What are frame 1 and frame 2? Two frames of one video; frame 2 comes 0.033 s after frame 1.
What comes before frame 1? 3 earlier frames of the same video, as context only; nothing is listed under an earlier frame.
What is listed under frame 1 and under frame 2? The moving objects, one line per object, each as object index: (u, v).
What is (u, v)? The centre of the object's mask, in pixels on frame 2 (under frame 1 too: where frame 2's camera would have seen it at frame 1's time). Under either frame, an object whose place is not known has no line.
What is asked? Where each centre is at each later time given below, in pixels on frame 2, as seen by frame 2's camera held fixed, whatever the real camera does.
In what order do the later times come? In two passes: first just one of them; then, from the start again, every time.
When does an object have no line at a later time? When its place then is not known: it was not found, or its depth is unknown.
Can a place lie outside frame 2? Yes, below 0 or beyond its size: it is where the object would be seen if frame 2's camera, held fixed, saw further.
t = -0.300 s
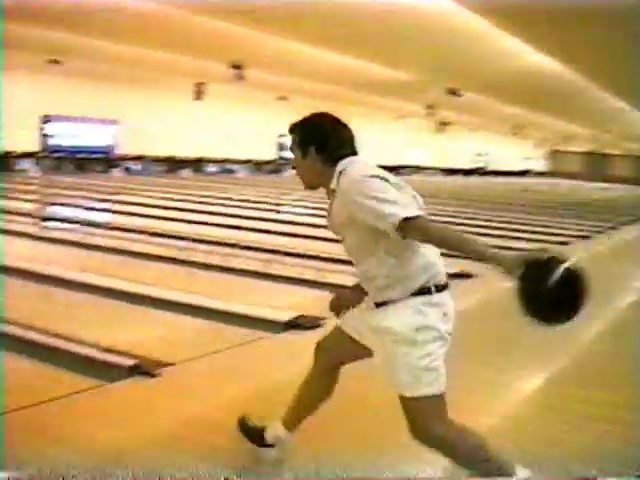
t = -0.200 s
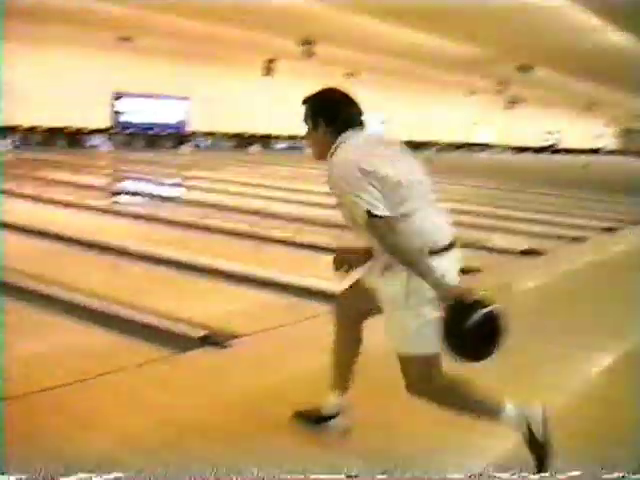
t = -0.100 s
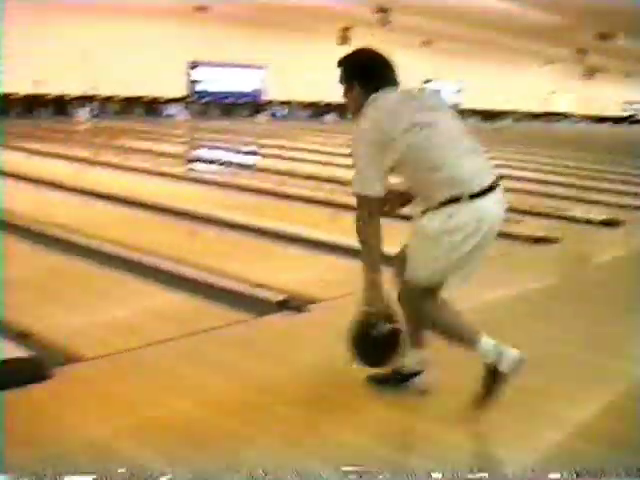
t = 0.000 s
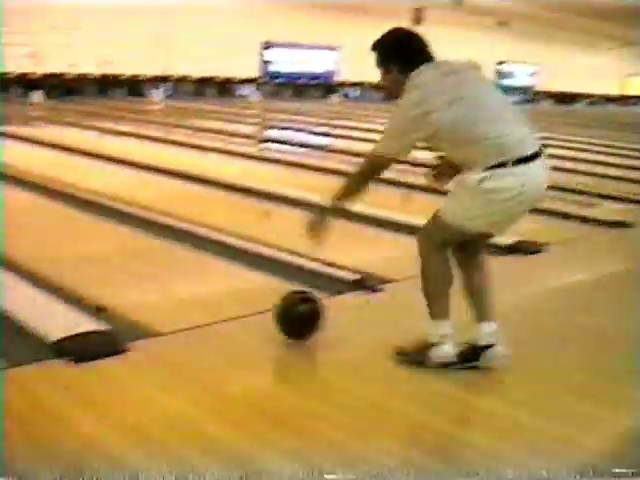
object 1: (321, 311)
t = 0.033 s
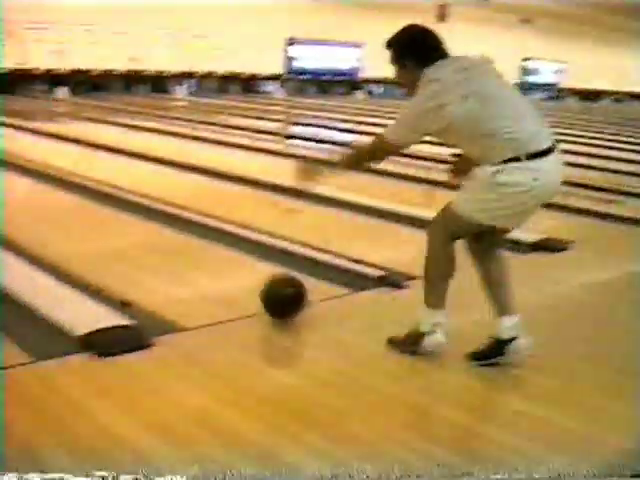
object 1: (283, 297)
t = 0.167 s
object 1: (164, 254)
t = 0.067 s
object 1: (249, 281)
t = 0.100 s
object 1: (218, 269)
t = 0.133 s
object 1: (190, 262)
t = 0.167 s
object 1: (164, 254)
